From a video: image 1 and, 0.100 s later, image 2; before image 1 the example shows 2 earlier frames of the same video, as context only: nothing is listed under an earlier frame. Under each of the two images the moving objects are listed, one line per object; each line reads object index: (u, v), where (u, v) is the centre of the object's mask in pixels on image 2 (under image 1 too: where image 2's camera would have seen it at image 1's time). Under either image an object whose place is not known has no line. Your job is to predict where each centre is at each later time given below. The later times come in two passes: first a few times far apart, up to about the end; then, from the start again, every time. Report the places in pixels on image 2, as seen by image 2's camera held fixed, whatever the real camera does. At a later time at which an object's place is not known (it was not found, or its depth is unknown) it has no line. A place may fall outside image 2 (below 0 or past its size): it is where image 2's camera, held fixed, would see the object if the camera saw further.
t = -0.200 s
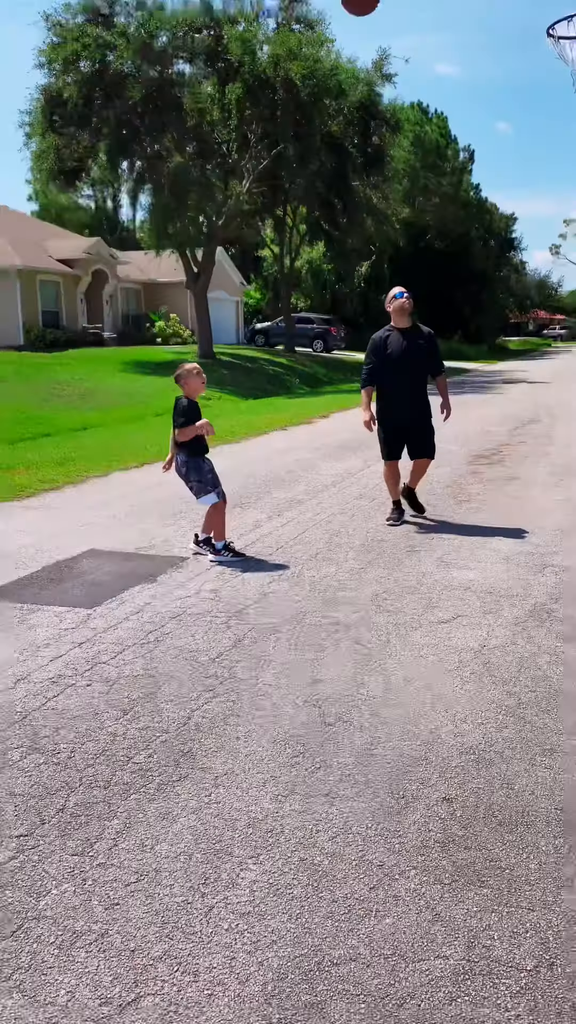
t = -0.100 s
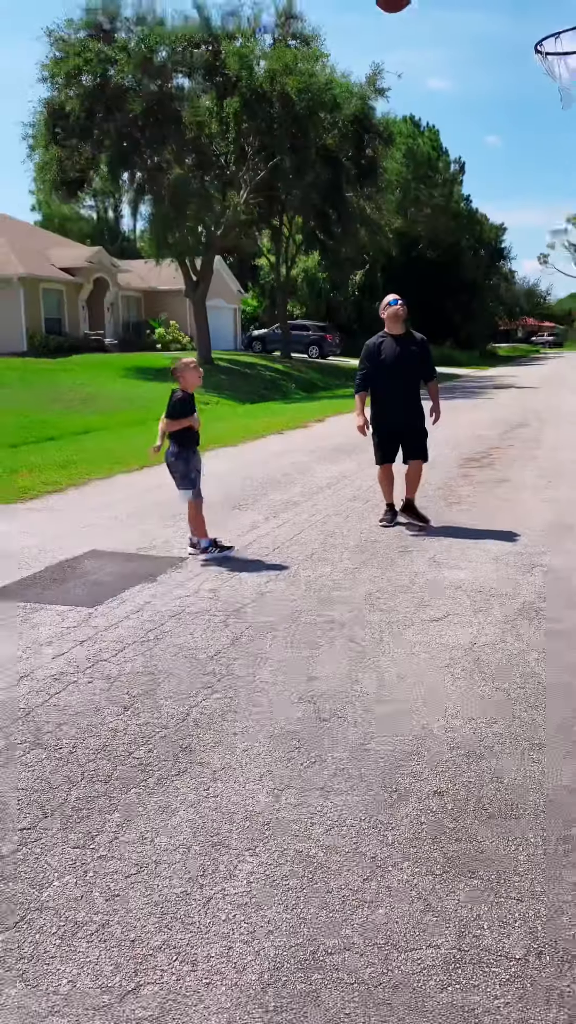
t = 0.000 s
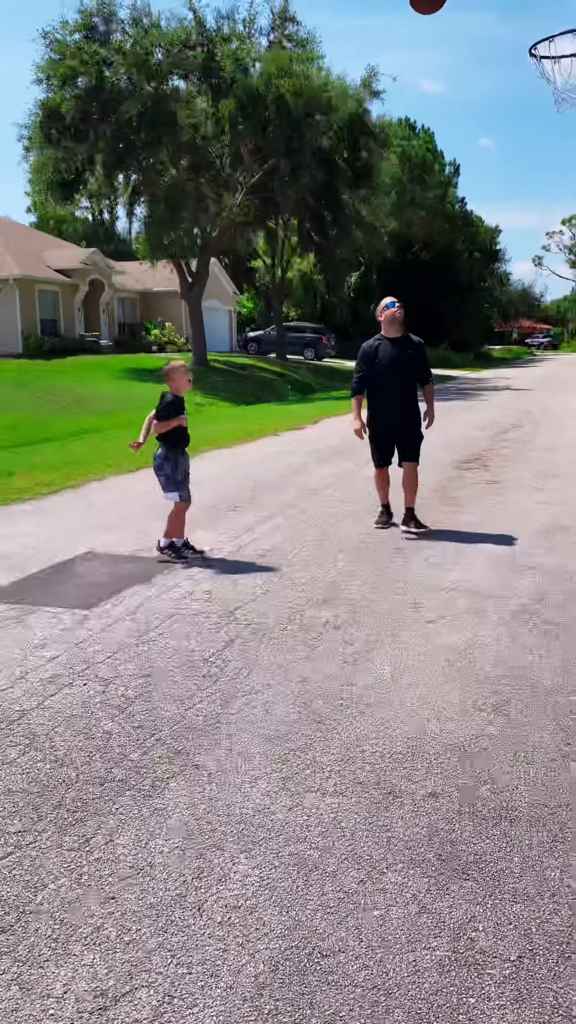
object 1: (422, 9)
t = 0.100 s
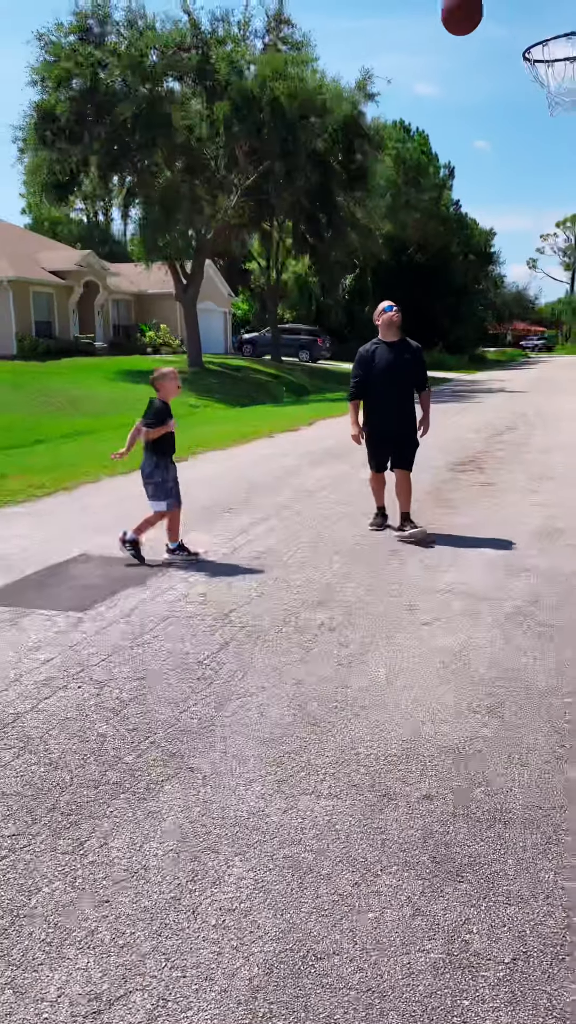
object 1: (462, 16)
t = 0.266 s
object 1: (513, 86)
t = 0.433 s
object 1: (508, 201)
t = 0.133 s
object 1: (475, 22)
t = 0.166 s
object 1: (488, 35)
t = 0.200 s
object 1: (501, 49)
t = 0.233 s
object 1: (512, 66)
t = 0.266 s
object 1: (513, 86)
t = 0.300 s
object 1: (514, 105)
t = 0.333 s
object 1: (512, 127)
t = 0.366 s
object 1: (511, 150)
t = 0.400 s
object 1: (509, 175)
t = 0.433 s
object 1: (508, 201)
